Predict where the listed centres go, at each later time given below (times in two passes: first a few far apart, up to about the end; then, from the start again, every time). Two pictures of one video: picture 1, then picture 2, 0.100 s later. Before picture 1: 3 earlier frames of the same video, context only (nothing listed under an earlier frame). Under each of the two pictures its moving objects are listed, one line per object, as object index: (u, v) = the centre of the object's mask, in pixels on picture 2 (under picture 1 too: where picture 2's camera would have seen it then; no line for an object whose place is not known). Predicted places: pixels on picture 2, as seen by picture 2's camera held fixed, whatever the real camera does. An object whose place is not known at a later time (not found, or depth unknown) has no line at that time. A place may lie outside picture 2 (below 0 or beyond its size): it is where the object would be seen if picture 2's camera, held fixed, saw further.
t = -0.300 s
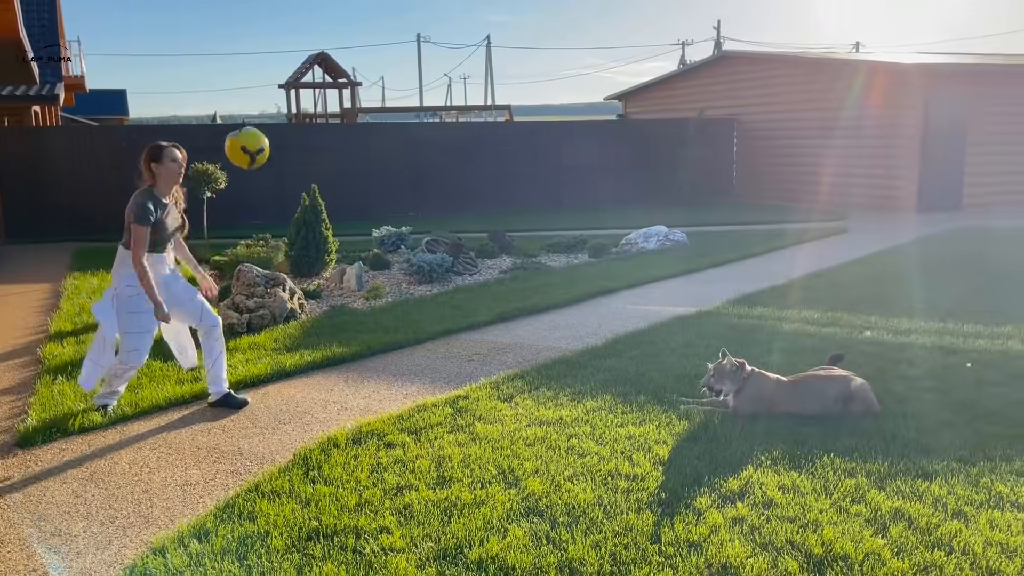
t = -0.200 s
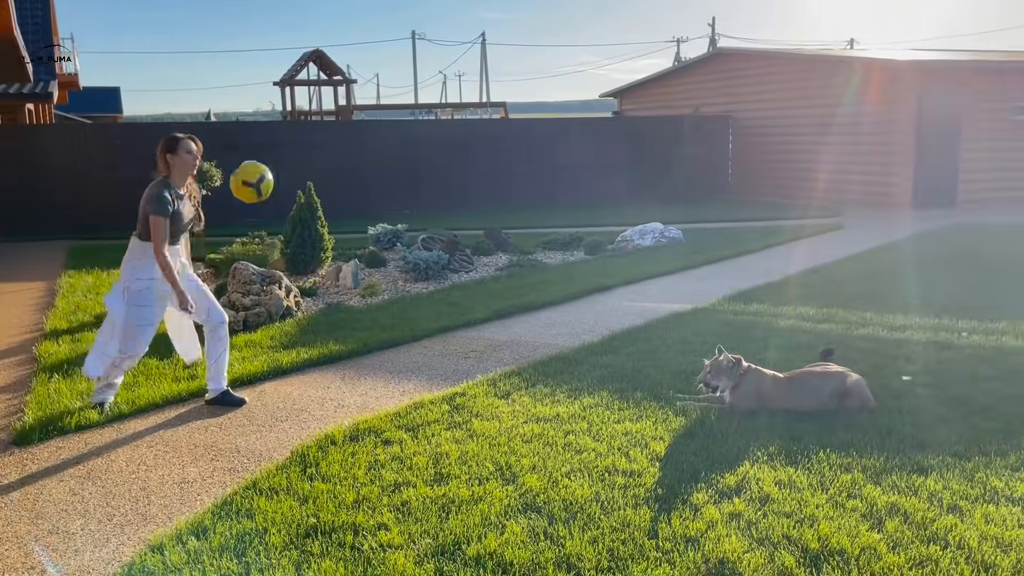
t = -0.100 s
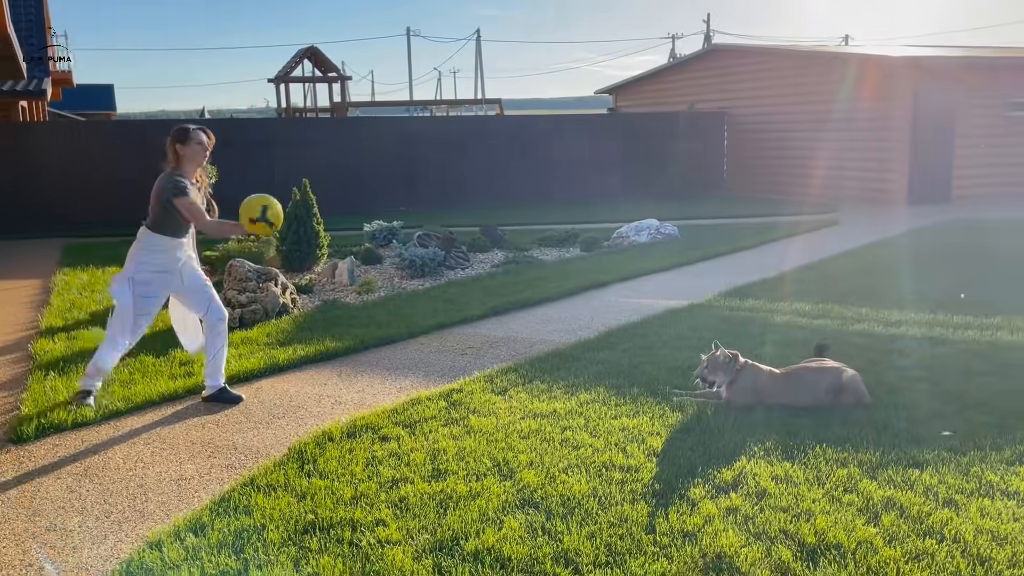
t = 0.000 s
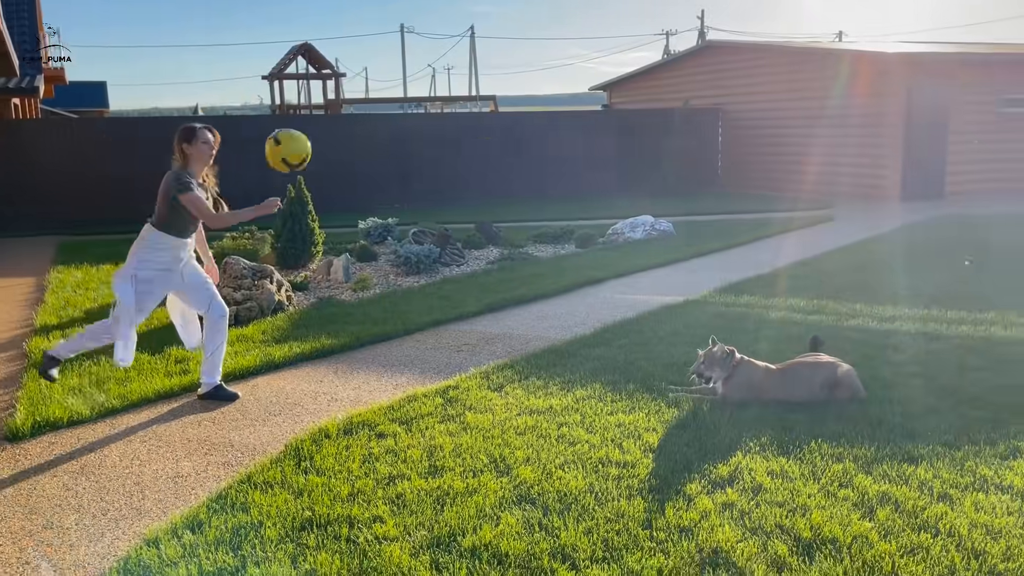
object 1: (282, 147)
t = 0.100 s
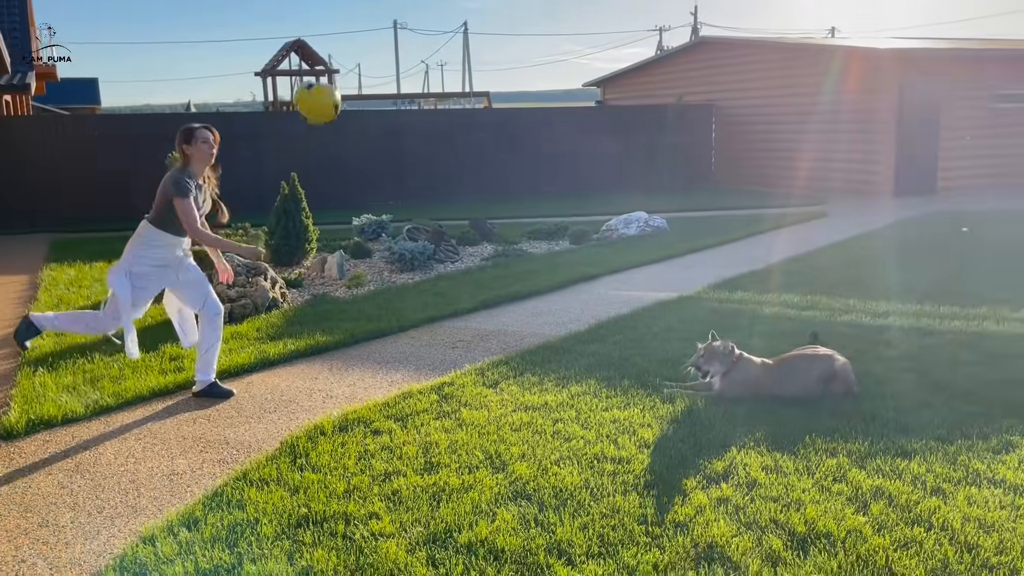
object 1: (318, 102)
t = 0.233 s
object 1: (370, 69)
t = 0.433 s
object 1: (467, 95)
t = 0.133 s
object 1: (330, 90)
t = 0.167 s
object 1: (343, 81)
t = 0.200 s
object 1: (356, 73)
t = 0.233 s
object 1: (370, 69)
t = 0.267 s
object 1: (385, 67)
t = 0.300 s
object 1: (400, 67)
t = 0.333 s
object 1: (417, 69)
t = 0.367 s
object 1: (432, 76)
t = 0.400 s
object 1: (449, 84)
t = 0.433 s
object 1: (467, 95)
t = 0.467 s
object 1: (484, 108)
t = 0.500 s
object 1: (502, 125)
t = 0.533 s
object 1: (519, 145)
